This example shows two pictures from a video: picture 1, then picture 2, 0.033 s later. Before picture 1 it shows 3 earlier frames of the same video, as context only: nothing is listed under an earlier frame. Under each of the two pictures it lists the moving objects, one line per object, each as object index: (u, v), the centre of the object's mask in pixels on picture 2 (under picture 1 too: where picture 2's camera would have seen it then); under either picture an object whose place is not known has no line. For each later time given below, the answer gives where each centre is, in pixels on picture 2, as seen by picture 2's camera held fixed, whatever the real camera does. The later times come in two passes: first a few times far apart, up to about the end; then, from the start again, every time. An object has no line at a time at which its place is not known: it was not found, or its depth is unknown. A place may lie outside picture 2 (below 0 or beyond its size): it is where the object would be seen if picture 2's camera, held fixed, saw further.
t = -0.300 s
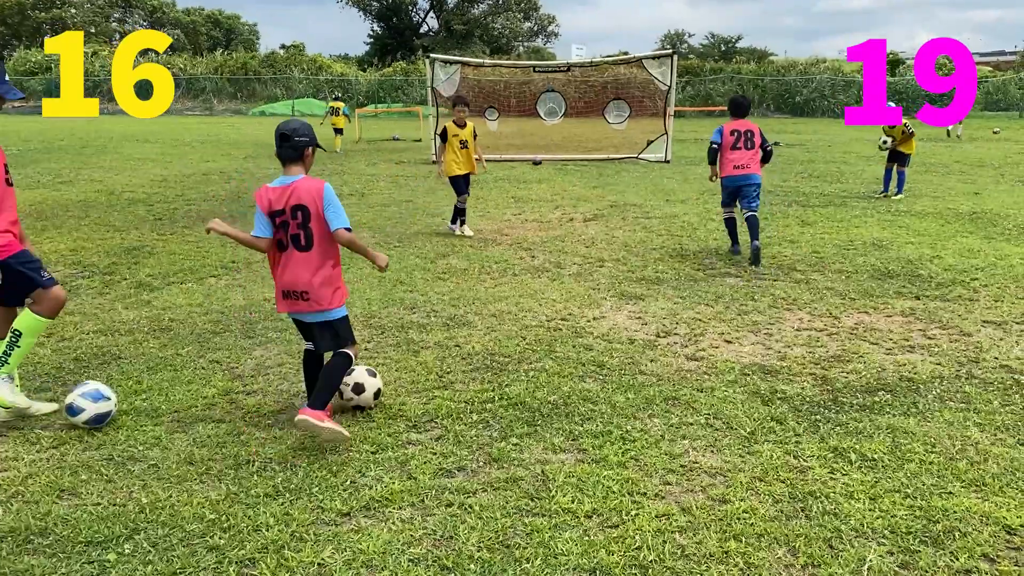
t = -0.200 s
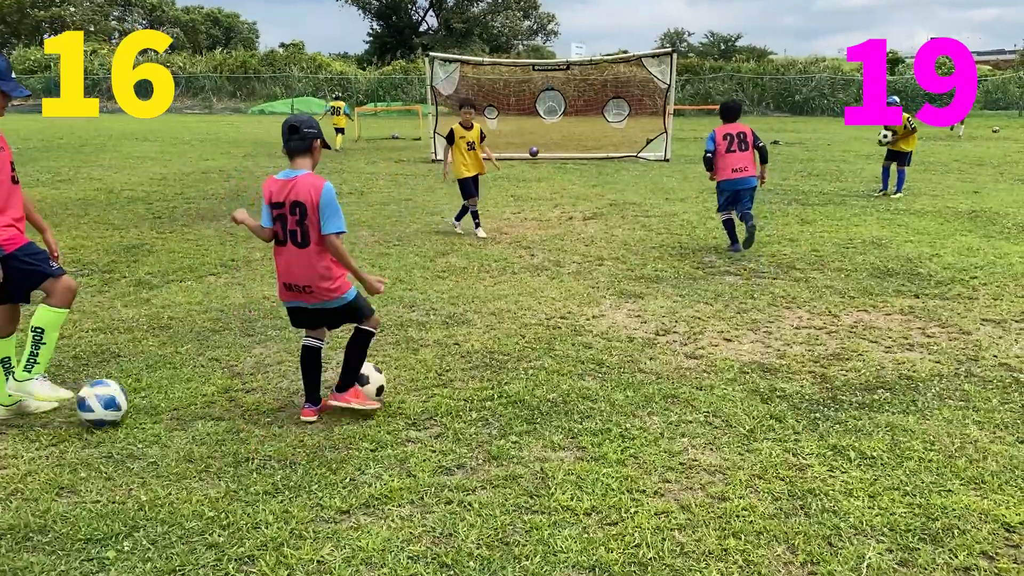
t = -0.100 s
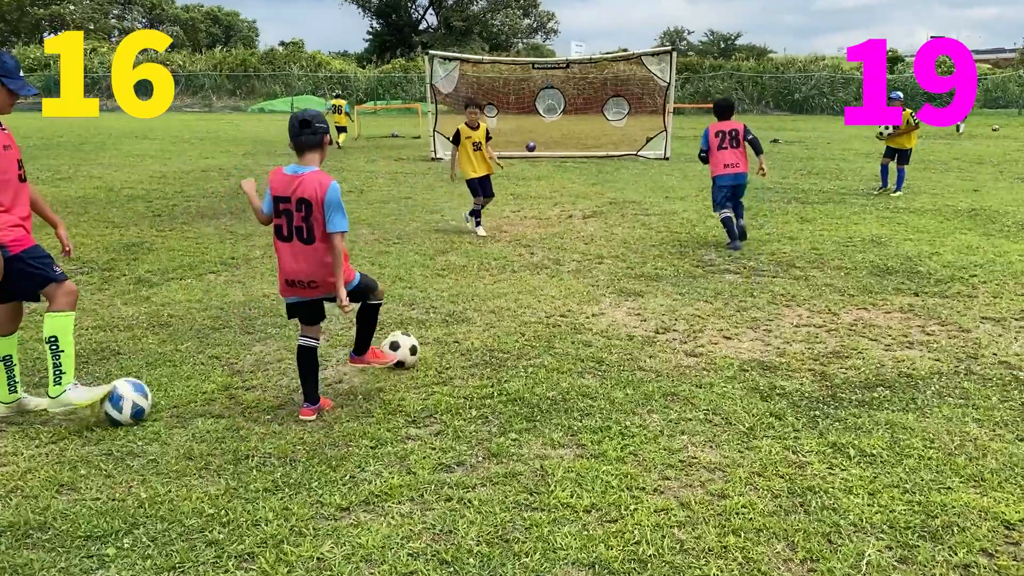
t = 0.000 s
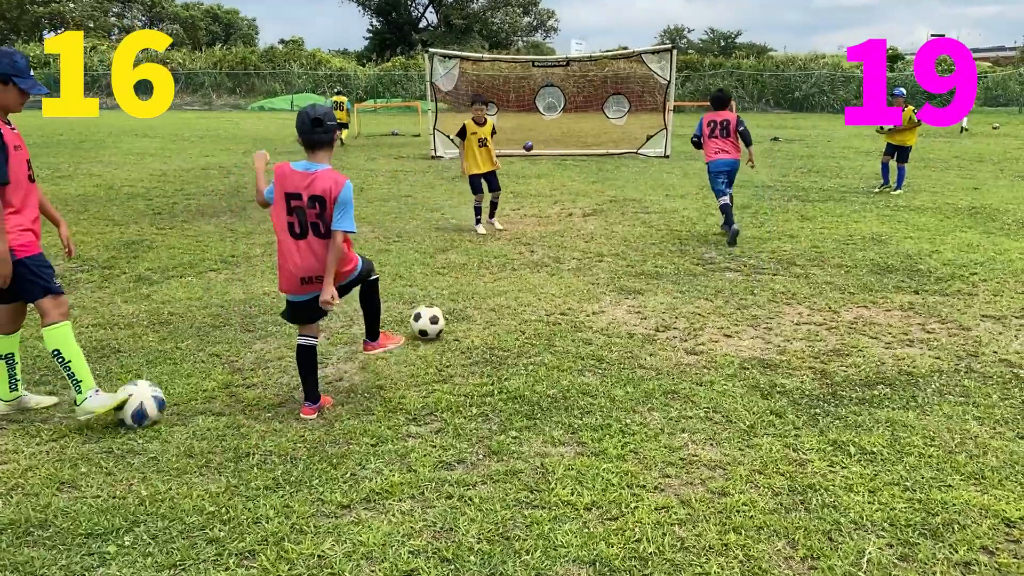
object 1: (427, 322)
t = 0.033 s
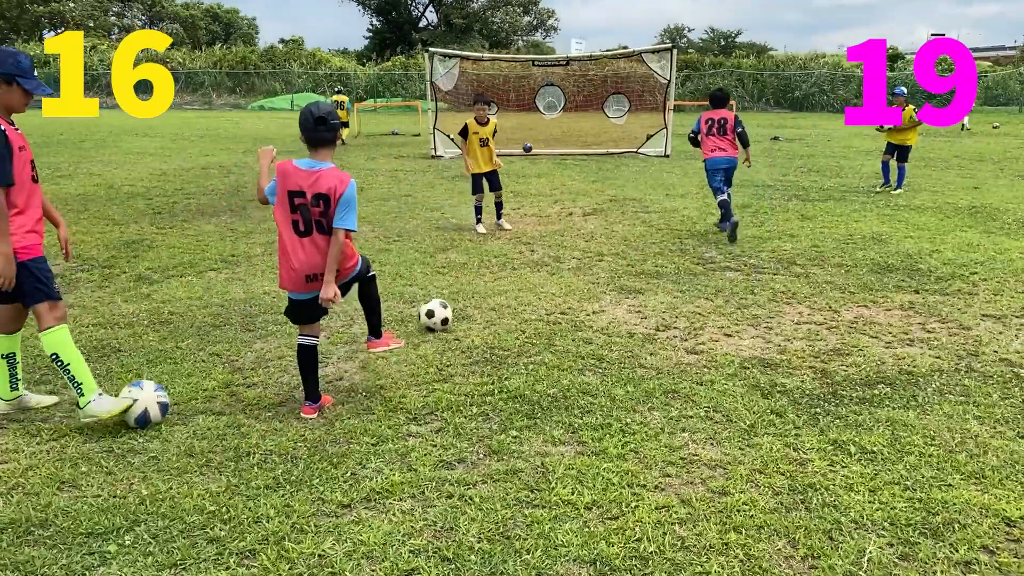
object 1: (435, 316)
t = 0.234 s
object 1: (466, 281)
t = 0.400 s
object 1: (486, 267)
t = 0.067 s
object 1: (442, 309)
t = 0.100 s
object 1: (448, 303)
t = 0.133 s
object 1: (453, 296)
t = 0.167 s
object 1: (458, 290)
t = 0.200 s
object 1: (462, 284)
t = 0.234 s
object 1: (466, 281)
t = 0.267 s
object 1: (470, 279)
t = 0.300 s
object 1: (474, 279)
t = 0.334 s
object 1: (478, 276)
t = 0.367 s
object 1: (482, 271)
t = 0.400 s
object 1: (486, 267)
